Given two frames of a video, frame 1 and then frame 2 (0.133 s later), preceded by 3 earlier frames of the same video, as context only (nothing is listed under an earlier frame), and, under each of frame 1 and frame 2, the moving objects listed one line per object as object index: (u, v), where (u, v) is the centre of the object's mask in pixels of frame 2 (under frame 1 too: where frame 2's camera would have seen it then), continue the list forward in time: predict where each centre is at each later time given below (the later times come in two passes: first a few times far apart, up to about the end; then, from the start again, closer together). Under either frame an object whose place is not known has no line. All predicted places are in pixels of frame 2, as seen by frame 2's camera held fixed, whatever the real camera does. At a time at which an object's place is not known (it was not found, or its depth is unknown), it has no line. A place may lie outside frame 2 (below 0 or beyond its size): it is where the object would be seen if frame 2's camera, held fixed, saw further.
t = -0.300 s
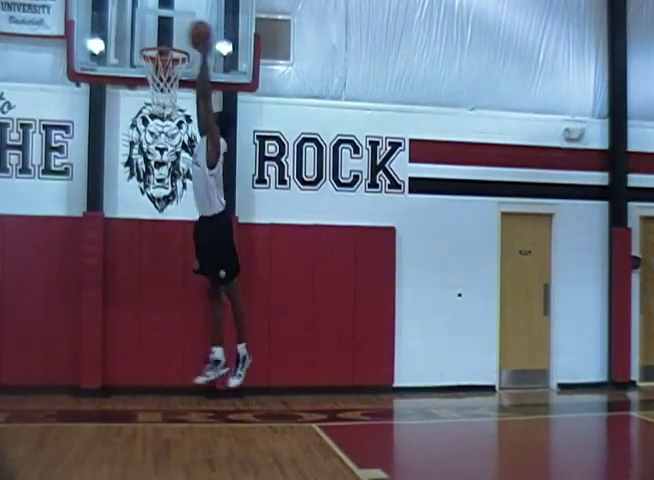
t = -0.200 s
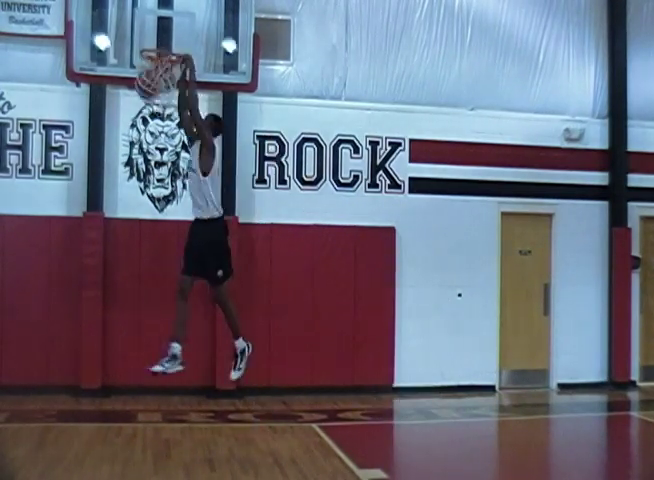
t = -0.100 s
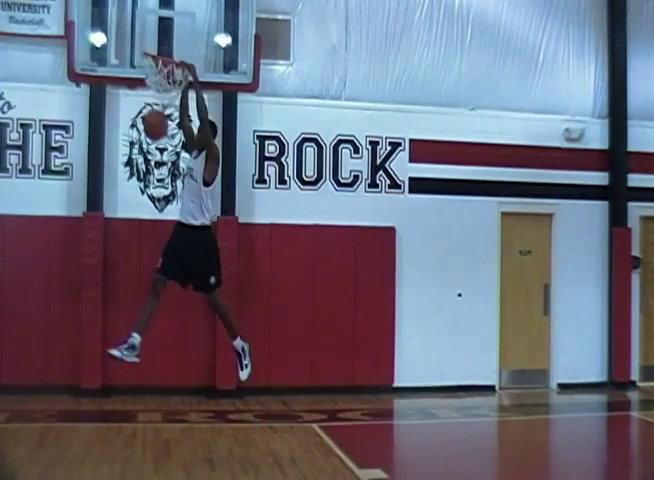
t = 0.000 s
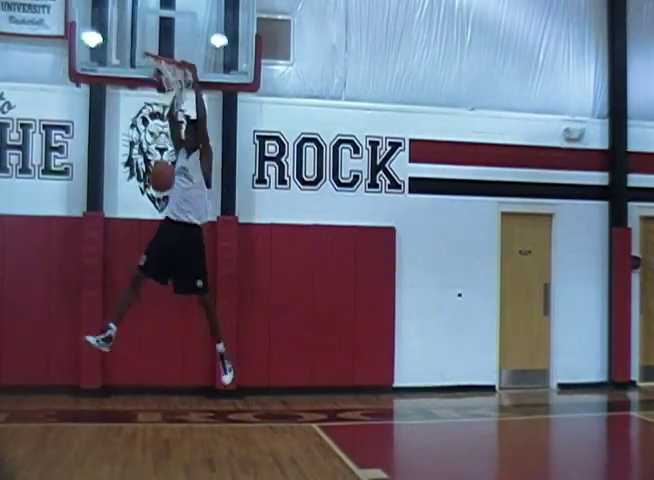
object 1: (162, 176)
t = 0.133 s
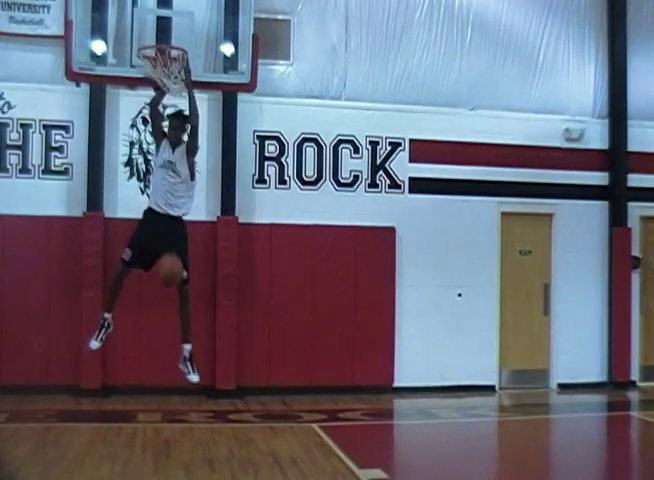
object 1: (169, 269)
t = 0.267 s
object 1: (178, 388)
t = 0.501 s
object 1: (227, 347)
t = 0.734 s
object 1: (290, 242)
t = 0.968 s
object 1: (352, 215)
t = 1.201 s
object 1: (410, 262)
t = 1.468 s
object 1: (473, 404)
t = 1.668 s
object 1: (517, 394)
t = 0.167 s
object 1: (173, 296)
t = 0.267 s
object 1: (178, 388)
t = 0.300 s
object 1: (179, 426)
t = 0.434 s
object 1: (208, 390)
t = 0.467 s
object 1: (217, 368)
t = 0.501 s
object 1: (227, 347)
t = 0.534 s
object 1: (236, 325)
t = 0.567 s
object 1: (245, 306)
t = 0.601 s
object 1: (255, 292)
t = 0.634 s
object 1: (264, 277)
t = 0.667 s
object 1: (273, 264)
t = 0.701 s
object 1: (282, 252)
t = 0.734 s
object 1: (290, 242)
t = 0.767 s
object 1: (299, 234)
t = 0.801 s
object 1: (308, 227)
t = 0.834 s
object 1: (317, 222)
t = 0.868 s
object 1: (326, 218)
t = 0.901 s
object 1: (335, 216)
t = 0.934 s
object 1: (344, 215)
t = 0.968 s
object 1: (352, 215)
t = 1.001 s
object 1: (361, 218)
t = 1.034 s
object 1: (369, 221)
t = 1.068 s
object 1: (378, 227)
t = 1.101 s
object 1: (386, 234)
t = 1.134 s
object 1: (395, 241)
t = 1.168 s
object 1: (403, 251)
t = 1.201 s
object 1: (410, 262)
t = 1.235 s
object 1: (418, 275)
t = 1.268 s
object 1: (426, 289)
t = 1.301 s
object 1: (434, 305)
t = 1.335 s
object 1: (442, 321)
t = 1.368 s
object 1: (450, 340)
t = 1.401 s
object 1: (458, 360)
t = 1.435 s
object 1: (466, 382)
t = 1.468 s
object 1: (473, 404)
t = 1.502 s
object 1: (480, 428)
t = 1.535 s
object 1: (488, 452)
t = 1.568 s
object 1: (496, 449)
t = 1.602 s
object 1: (503, 429)
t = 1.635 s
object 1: (510, 410)
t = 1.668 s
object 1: (517, 394)
